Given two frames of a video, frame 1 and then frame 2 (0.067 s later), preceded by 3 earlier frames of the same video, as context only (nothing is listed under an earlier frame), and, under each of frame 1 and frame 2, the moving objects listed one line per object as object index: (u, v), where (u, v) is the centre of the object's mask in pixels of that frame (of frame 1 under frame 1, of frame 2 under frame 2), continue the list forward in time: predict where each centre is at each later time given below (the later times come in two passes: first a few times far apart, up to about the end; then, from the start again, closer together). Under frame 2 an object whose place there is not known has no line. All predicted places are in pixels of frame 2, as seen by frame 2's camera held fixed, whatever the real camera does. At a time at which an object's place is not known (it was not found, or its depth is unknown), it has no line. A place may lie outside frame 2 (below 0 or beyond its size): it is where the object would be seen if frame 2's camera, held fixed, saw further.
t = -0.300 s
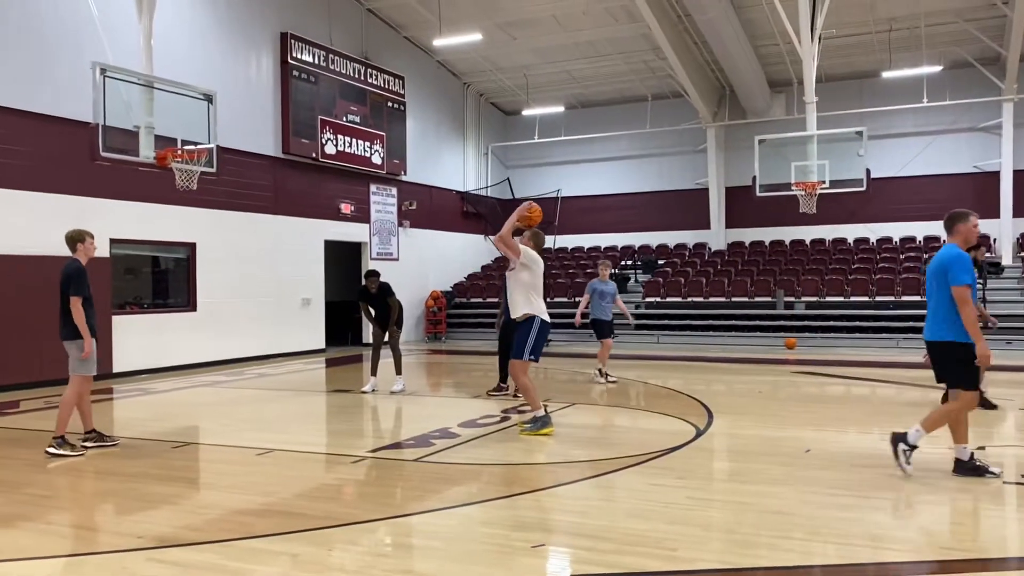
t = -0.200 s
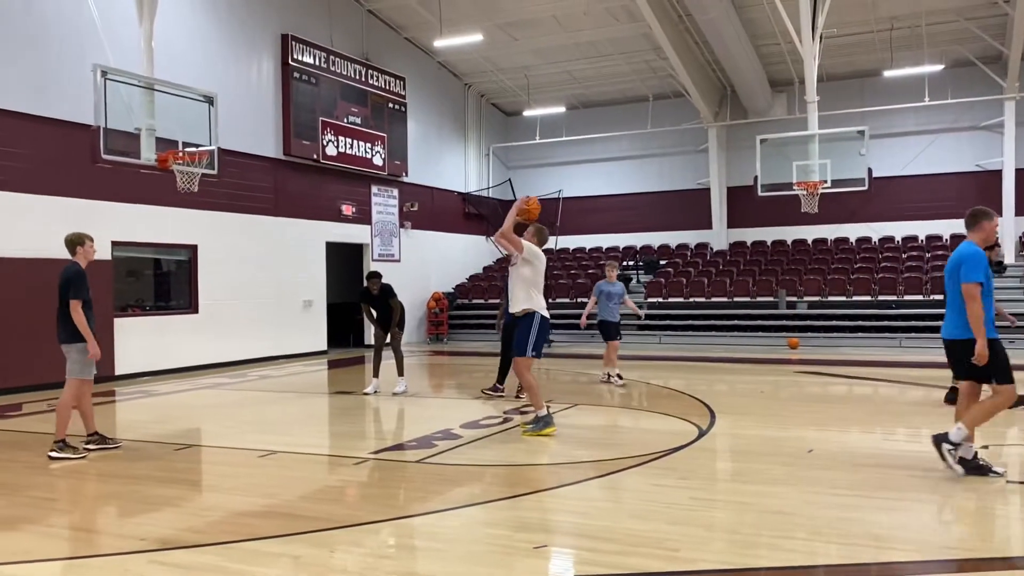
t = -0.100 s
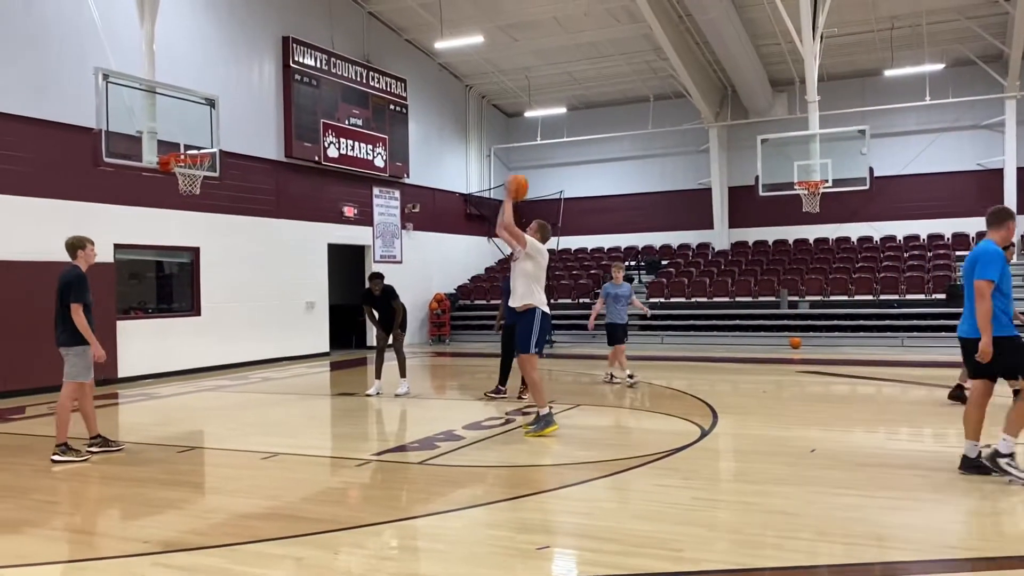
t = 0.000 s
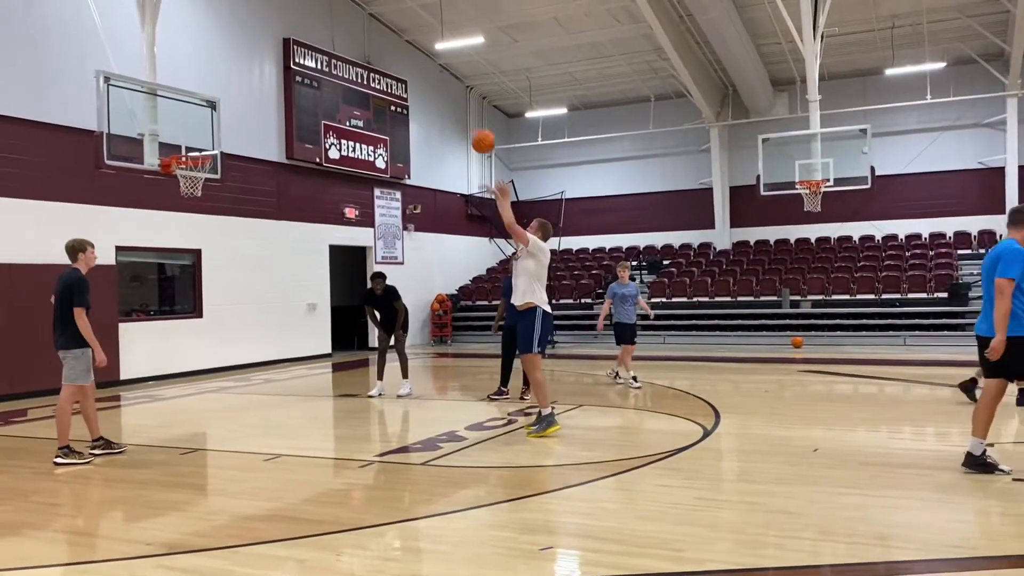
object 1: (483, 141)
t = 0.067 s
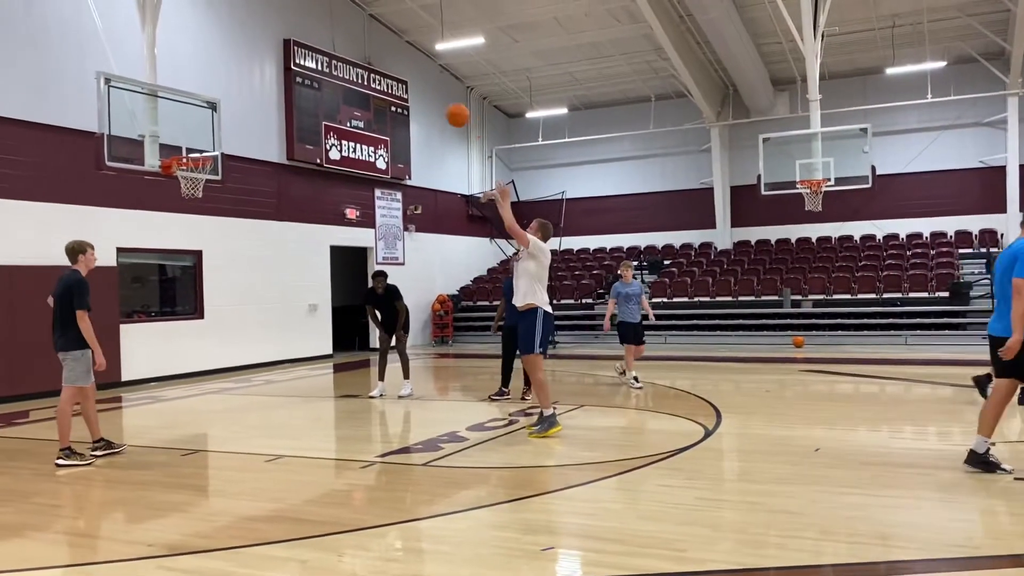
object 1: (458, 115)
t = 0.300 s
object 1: (373, 57)
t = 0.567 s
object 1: (288, 55)
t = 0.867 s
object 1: (205, 123)
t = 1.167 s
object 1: (209, 172)
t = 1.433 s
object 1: (199, 214)
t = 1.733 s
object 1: (192, 328)
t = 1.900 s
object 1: (187, 401)
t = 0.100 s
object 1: (445, 103)
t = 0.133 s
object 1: (432, 93)
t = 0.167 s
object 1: (420, 83)
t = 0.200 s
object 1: (408, 75)
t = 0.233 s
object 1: (396, 68)
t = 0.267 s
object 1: (385, 62)
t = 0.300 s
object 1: (373, 57)
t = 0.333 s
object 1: (362, 54)
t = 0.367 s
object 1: (351, 51)
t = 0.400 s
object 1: (339, 49)
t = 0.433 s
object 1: (329, 48)
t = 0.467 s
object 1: (319, 49)
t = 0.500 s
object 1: (308, 49)
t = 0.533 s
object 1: (297, 52)
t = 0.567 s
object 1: (288, 55)
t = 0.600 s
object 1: (278, 59)
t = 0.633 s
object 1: (268, 65)
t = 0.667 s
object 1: (259, 70)
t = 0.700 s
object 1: (249, 77)
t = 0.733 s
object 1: (240, 85)
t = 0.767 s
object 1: (231, 93)
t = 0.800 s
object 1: (222, 102)
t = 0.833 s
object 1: (214, 112)
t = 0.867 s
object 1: (205, 123)
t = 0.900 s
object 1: (196, 134)
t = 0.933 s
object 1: (188, 146)
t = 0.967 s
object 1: (181, 159)
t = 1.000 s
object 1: (190, 162)
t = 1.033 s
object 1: (203, 169)
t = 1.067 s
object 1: (208, 170)
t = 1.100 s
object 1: (208, 171)
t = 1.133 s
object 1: (209, 172)
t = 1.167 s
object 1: (209, 172)
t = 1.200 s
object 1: (207, 173)
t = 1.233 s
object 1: (207, 178)
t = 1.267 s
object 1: (205, 181)
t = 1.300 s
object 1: (204, 188)
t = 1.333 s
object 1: (203, 193)
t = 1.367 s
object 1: (201, 198)
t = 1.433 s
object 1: (199, 214)
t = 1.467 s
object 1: (198, 223)
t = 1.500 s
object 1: (197, 233)
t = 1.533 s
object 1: (196, 245)
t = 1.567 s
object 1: (195, 256)
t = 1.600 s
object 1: (194, 269)
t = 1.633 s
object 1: (194, 282)
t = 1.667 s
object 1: (193, 297)
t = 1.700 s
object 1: (193, 312)
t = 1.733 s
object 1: (192, 328)
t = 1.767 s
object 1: (191, 345)
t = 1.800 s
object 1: (190, 363)
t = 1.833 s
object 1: (189, 382)
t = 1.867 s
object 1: (188, 401)
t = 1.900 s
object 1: (187, 401)
